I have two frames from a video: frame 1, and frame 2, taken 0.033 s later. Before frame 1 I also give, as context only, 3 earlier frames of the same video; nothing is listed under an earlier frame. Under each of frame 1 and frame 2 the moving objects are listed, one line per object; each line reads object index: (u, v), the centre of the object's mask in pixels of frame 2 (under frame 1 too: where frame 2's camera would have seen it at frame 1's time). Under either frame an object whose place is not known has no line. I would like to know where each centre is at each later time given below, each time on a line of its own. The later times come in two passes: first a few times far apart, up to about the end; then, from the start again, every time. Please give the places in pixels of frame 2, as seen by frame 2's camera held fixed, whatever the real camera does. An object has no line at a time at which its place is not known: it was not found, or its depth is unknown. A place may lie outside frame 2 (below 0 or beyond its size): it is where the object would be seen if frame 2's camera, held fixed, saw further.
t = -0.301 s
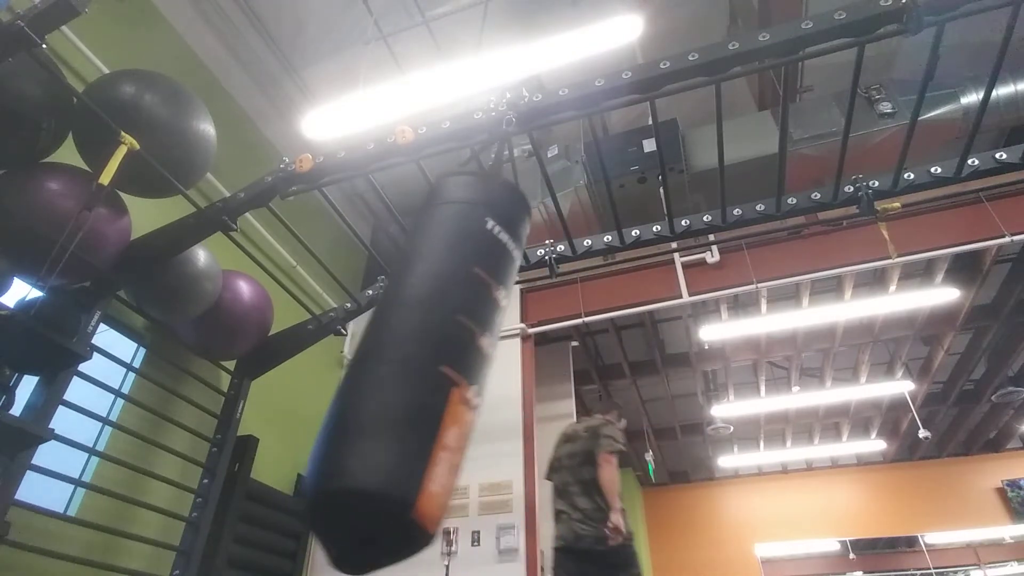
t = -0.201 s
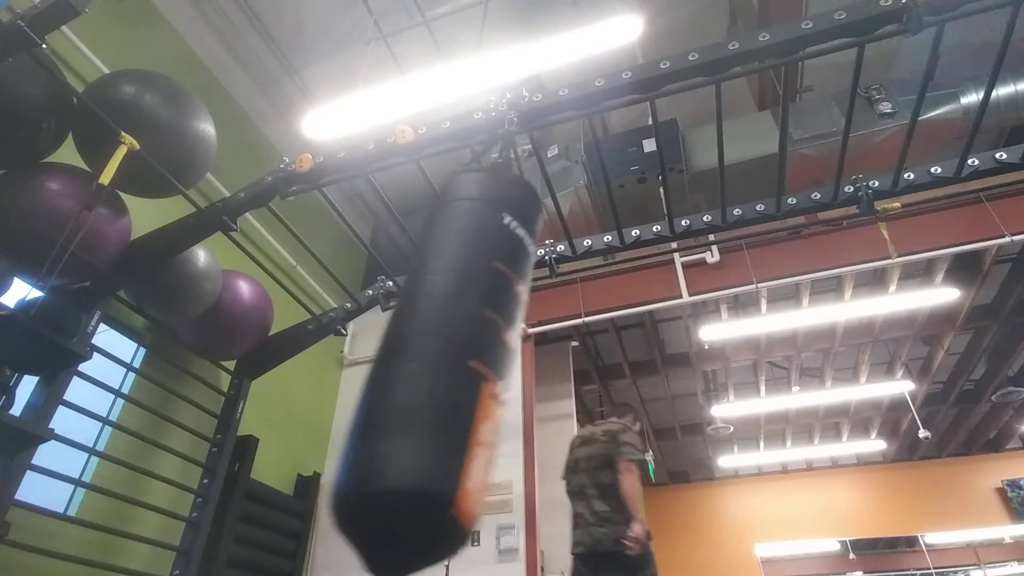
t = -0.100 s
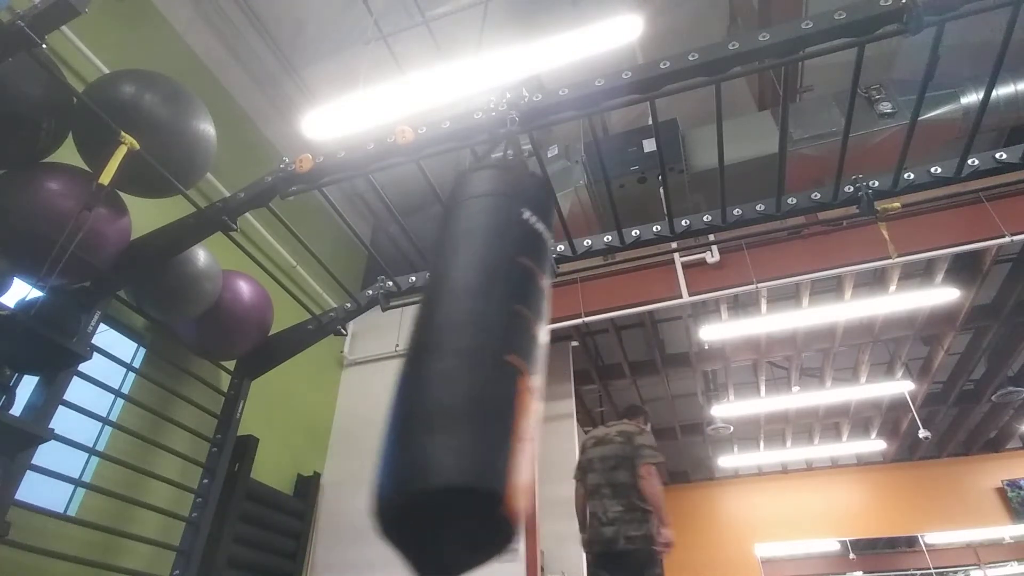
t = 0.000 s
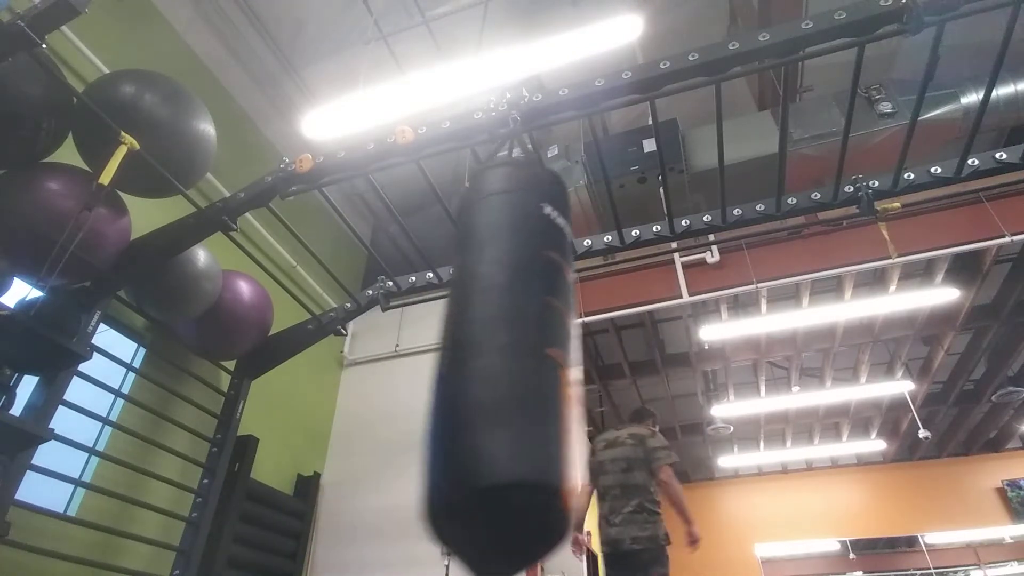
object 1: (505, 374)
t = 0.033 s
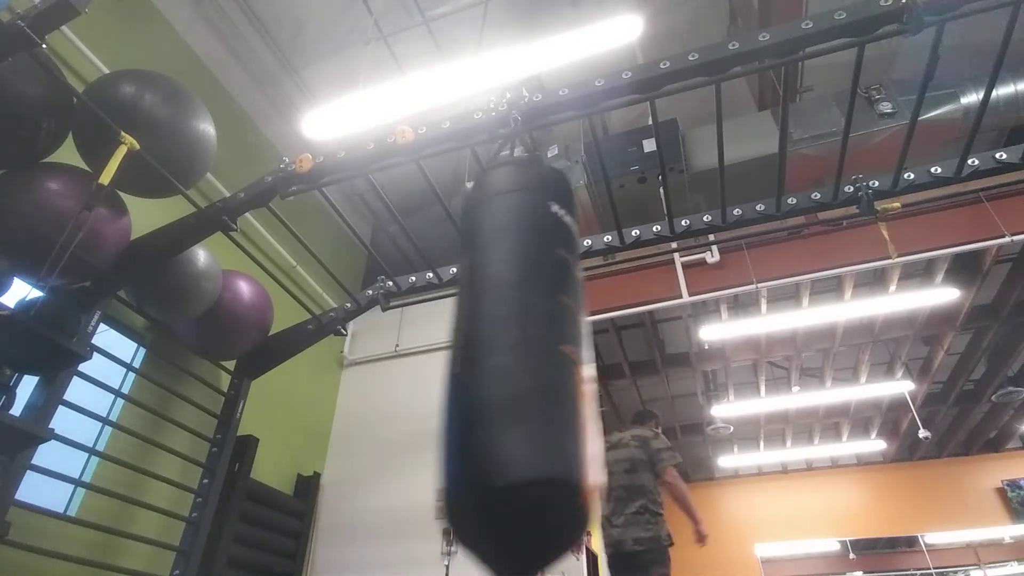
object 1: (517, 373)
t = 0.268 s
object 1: (601, 366)
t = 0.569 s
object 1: (657, 362)
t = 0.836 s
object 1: (641, 372)
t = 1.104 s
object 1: (583, 391)
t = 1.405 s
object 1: (489, 390)
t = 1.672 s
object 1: (422, 387)
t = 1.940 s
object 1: (394, 376)
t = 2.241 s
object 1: (418, 376)
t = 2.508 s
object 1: (494, 374)
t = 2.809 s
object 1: (601, 368)
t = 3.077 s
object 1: (651, 363)
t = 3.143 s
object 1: (656, 366)
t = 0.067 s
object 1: (530, 372)
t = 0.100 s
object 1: (543, 371)
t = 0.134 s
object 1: (555, 369)
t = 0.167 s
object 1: (567, 369)
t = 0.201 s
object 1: (578, 369)
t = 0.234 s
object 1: (590, 366)
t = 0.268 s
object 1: (601, 366)
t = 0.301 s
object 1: (612, 366)
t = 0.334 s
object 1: (620, 363)
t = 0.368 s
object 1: (628, 364)
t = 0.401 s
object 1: (635, 363)
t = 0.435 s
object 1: (641, 361)
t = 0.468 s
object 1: (647, 360)
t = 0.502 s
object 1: (649, 358)
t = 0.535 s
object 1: (654, 360)
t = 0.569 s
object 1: (657, 362)
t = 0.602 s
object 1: (659, 363)
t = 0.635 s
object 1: (658, 364)
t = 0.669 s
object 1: (658, 365)
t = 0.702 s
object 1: (656, 366)
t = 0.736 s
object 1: (654, 369)
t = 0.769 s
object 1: (650, 370)
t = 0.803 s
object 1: (646, 371)
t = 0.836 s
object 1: (641, 372)
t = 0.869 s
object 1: (636, 375)
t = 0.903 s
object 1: (630, 379)
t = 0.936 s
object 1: (624, 381)
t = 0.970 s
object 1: (616, 382)
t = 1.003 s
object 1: (610, 385)
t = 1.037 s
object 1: (600, 387)
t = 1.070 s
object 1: (591, 390)
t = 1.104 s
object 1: (583, 391)
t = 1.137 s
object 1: (571, 389)
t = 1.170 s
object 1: (562, 391)
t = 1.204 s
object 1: (552, 393)
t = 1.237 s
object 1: (542, 393)
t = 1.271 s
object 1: (531, 395)
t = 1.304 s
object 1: (519, 390)
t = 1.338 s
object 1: (509, 394)
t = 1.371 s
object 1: (499, 392)
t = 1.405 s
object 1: (489, 390)
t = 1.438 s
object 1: (480, 391)
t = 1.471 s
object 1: (471, 392)
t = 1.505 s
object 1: (461, 390)
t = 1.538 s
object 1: (453, 389)
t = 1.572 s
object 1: (444, 390)
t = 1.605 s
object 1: (437, 389)
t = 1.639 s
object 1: (429, 388)
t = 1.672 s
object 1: (422, 387)
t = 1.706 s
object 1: (416, 386)
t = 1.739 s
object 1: (411, 385)
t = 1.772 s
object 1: (406, 386)
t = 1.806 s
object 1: (402, 382)
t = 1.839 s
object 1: (398, 381)
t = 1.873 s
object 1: (397, 378)
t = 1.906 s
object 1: (394, 378)
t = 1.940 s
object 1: (394, 376)
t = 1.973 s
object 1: (393, 375)
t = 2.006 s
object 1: (393, 375)
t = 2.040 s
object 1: (394, 374)
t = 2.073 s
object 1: (396, 374)
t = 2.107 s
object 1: (398, 375)
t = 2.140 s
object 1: (402, 376)
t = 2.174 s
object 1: (407, 375)
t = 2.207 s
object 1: (412, 376)
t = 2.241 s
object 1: (418, 376)
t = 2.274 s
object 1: (425, 376)
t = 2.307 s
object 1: (433, 376)
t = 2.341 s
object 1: (442, 375)
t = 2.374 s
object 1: (451, 376)
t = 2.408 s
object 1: (462, 376)
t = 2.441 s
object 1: (474, 376)
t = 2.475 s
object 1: (485, 376)
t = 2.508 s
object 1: (494, 374)
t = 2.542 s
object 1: (505, 374)
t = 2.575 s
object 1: (518, 372)
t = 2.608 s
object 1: (531, 372)
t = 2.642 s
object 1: (542, 372)
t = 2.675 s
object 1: (555, 371)
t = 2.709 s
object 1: (567, 369)
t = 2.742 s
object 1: (578, 370)
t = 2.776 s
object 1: (591, 369)
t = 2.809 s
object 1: (601, 368)
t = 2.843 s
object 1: (610, 367)
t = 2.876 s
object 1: (618, 366)
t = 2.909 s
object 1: (627, 365)
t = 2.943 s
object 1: (633, 365)
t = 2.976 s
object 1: (639, 364)
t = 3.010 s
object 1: (645, 364)
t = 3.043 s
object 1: (648, 363)
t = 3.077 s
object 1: (651, 363)
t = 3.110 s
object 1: (653, 363)
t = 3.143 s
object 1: (656, 366)
